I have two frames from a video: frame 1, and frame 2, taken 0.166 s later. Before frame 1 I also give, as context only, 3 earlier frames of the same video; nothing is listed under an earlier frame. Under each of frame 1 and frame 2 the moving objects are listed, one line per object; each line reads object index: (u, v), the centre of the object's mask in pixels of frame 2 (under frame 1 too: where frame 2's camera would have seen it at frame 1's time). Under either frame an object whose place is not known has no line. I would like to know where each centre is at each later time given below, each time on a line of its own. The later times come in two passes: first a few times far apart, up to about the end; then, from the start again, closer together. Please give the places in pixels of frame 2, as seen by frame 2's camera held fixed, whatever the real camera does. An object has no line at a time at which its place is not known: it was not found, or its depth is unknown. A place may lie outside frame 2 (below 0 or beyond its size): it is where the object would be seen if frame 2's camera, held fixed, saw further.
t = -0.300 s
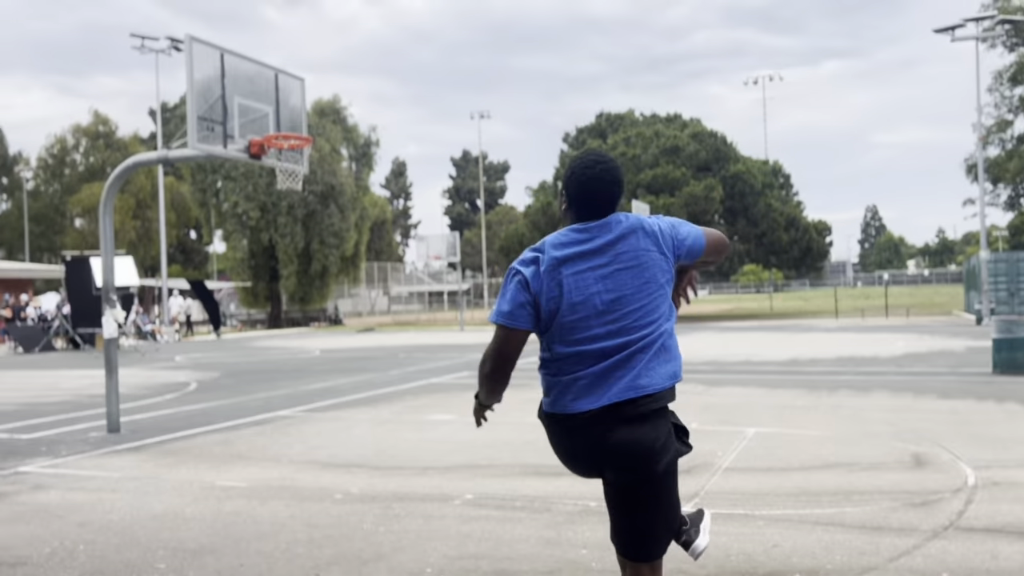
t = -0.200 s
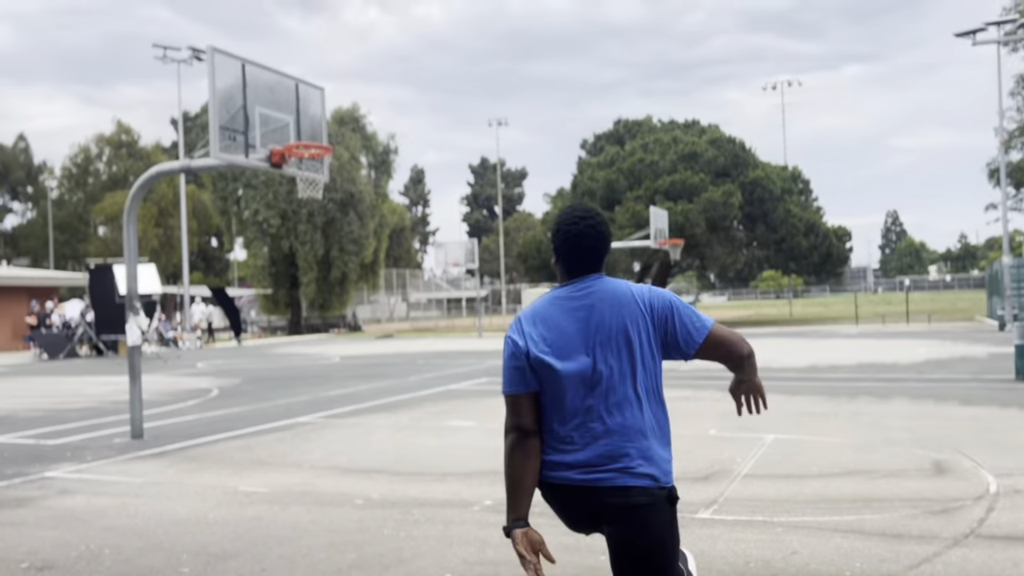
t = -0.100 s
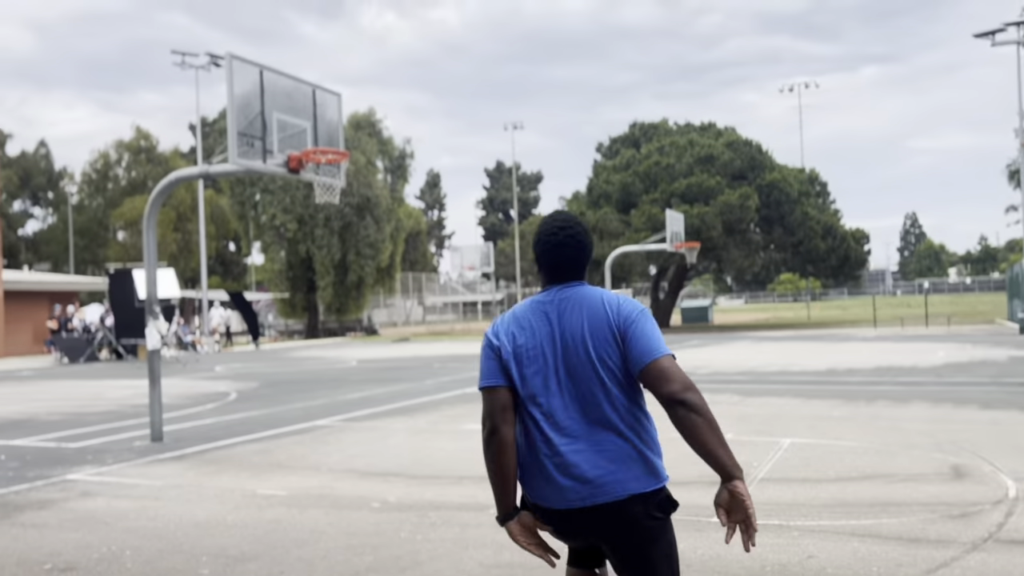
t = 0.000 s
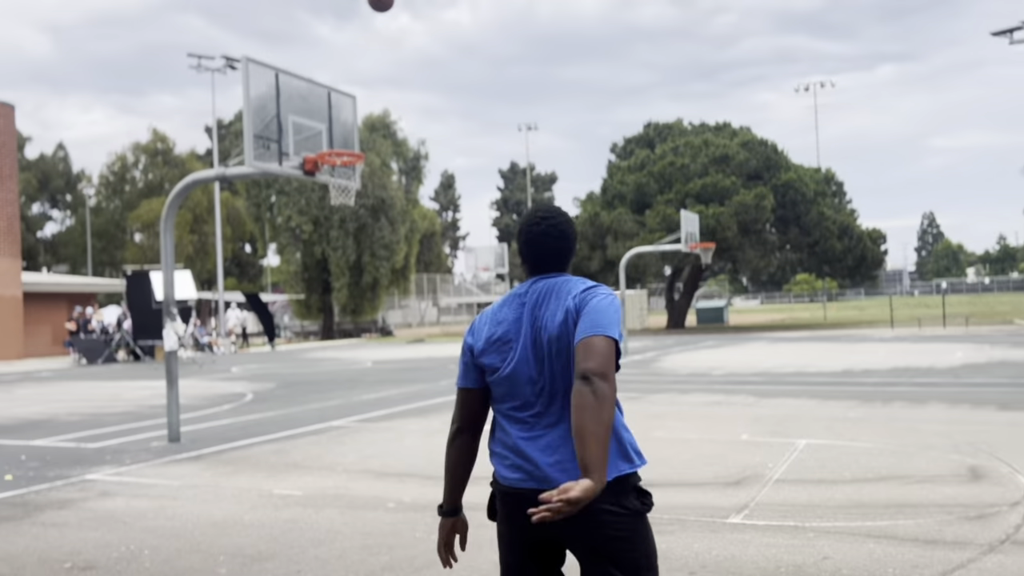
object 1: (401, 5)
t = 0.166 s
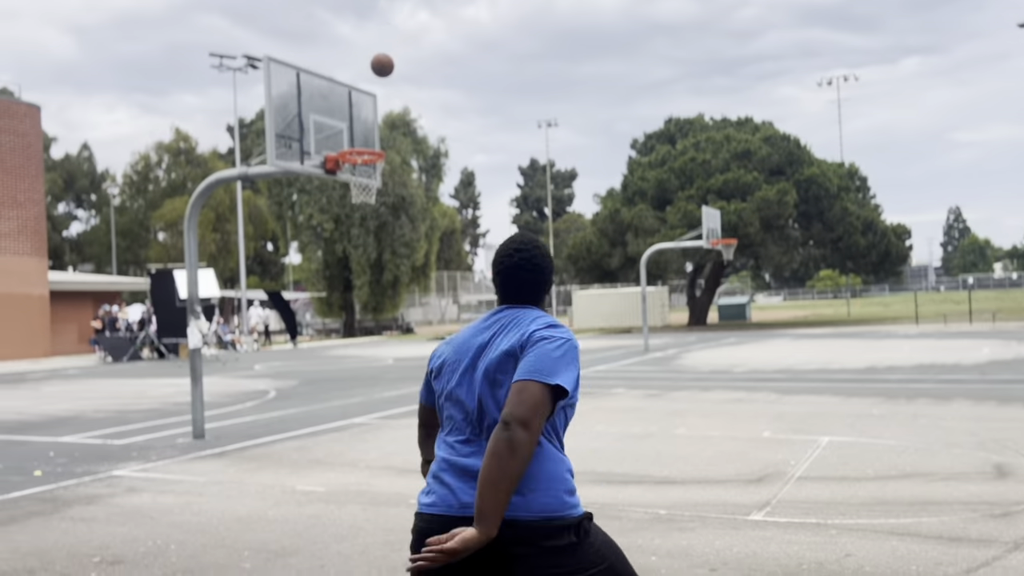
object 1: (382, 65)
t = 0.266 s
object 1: (374, 111)
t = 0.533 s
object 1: (320, 89)
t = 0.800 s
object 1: (298, 51)
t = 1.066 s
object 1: (278, 84)
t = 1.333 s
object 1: (261, 201)
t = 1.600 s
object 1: (244, 424)
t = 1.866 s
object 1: (213, 342)
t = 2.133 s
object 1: (177, 230)
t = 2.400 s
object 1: (146, 209)
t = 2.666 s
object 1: (115, 282)
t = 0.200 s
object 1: (379, 80)
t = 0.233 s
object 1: (376, 95)
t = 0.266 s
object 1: (374, 111)
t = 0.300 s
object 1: (373, 128)
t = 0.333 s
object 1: (371, 141)
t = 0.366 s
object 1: (365, 141)
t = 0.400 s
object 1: (356, 130)
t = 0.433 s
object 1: (347, 119)
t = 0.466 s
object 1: (338, 109)
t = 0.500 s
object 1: (329, 98)
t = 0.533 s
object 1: (320, 89)
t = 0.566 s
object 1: (317, 81)
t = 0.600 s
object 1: (314, 74)
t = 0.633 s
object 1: (312, 68)
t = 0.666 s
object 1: (309, 62)
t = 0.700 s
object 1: (306, 58)
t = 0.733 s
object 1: (304, 54)
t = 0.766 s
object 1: (301, 52)
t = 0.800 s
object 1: (298, 51)
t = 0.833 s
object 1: (296, 51)
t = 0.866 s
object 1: (293, 52)
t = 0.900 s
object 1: (291, 54)
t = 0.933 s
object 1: (288, 58)
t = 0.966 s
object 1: (286, 62)
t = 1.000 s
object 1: (283, 68)
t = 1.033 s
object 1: (281, 75)
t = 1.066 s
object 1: (278, 84)
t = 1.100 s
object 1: (276, 94)
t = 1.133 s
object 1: (274, 105)
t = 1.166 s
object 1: (271, 118)
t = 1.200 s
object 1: (269, 131)
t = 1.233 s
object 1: (266, 147)
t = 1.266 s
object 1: (264, 163)
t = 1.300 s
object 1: (263, 183)
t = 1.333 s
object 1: (261, 201)
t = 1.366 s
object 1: (259, 223)
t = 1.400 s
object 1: (257, 247)
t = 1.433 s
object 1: (256, 271)
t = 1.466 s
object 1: (254, 298)
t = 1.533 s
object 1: (248, 358)
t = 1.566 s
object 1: (246, 389)
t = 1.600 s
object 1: (244, 424)
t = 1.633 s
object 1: (242, 461)
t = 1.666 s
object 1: (239, 486)
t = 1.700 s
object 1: (234, 457)
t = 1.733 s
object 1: (231, 431)
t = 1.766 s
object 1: (226, 407)
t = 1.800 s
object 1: (222, 384)
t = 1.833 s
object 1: (218, 362)
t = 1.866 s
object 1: (213, 342)
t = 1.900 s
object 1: (209, 323)
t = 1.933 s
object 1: (204, 306)
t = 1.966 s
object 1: (200, 290)
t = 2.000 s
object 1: (195, 274)
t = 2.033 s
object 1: (191, 261)
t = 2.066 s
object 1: (186, 250)
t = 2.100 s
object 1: (182, 239)
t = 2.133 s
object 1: (177, 230)
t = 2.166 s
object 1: (173, 222)
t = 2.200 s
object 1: (169, 216)
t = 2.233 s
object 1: (166, 211)
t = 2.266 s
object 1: (162, 207)
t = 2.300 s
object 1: (158, 206)
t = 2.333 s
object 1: (154, 205)
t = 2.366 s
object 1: (150, 206)
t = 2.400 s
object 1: (146, 209)
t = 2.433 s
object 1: (142, 212)
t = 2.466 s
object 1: (138, 218)
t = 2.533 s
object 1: (131, 232)
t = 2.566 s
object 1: (126, 243)
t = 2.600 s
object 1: (123, 254)
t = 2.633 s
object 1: (117, 269)
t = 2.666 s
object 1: (115, 282)
